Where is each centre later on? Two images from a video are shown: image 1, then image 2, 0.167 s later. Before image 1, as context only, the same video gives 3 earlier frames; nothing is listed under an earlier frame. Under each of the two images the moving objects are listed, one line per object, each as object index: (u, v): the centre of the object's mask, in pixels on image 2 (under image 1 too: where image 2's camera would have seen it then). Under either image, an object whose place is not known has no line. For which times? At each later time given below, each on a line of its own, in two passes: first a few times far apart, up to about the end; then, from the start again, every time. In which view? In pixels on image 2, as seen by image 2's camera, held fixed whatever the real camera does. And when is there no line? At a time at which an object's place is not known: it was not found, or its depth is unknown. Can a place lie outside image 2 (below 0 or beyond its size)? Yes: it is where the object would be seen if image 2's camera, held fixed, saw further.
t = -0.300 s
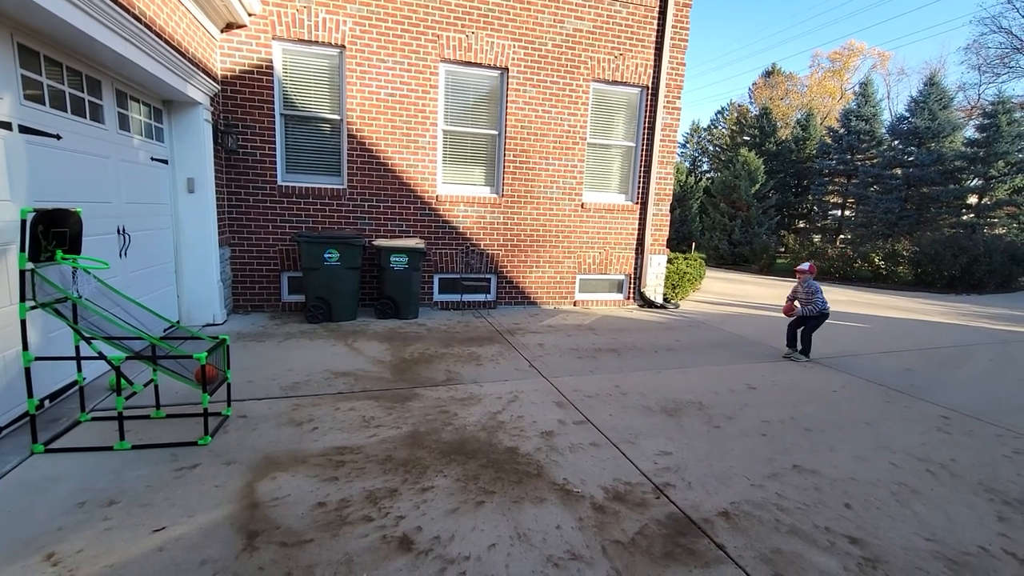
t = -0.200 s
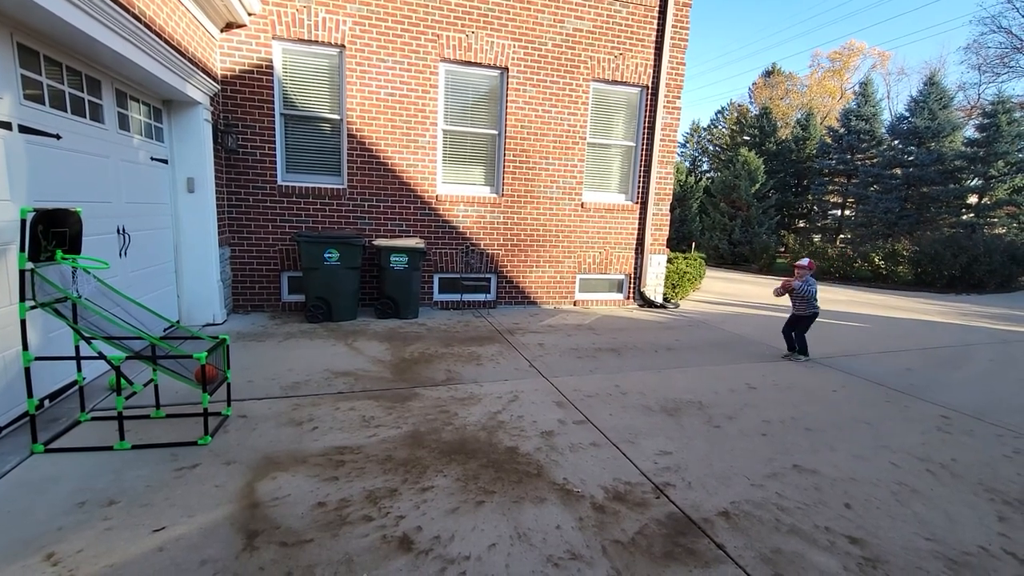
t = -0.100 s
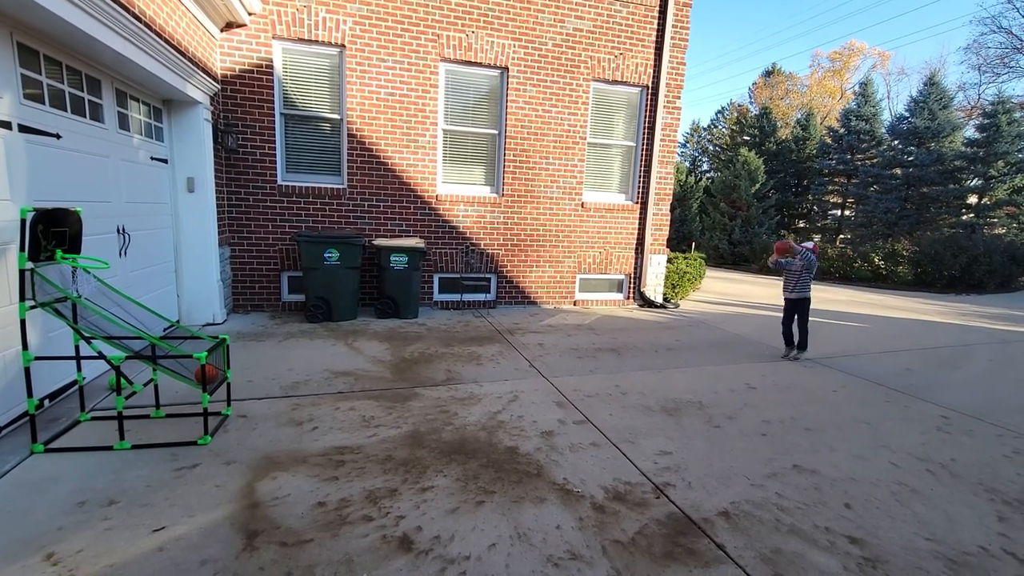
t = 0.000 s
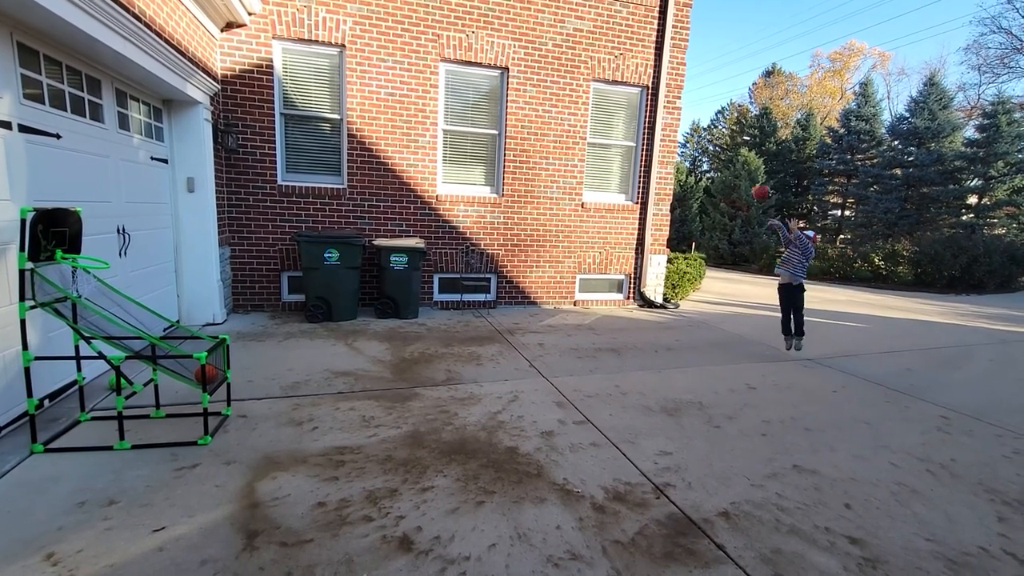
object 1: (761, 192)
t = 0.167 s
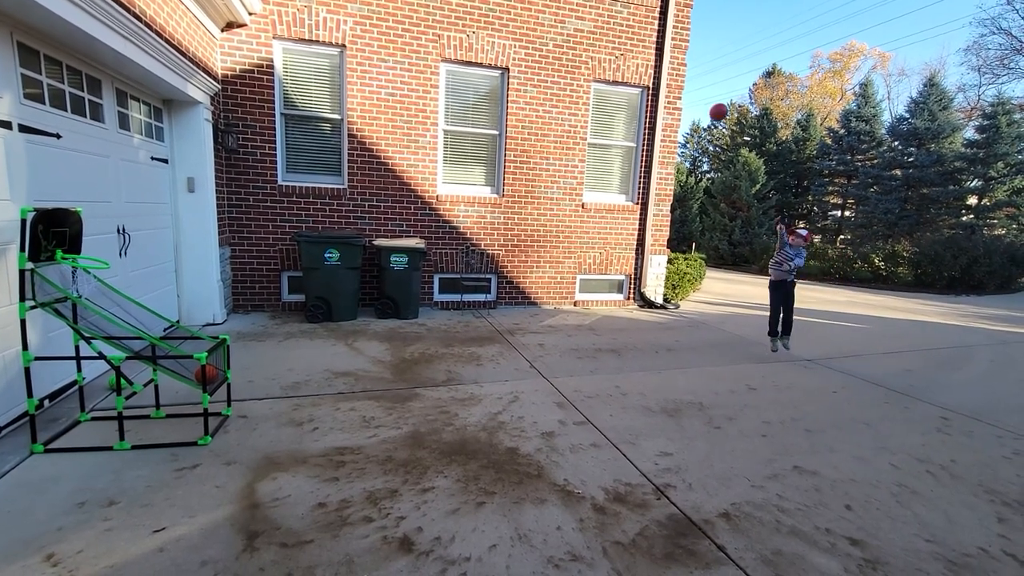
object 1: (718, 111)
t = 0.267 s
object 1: (688, 72)
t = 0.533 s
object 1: (581, 22)
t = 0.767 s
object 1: (462, 68)
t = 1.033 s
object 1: (314, 236)
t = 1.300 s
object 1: (186, 419)
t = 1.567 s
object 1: (102, 330)
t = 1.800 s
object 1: (7, 364)
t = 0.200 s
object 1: (709, 97)
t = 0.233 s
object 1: (698, 84)
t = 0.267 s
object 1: (688, 72)
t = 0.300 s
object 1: (676, 60)
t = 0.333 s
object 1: (664, 51)
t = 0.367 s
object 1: (653, 42)
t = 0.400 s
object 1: (639, 35)
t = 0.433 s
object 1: (626, 29)
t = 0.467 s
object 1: (611, 25)
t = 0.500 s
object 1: (597, 23)
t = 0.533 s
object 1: (581, 22)
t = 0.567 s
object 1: (566, 23)
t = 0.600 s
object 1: (549, 26)
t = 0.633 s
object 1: (533, 31)
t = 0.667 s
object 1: (515, 37)
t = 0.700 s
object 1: (498, 45)
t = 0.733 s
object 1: (480, 56)
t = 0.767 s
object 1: (462, 68)
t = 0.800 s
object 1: (444, 82)
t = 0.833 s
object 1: (425, 99)
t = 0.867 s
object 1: (407, 117)
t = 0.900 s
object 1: (388, 137)
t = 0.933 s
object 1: (369, 159)
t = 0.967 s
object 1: (350, 183)
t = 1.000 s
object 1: (331, 208)
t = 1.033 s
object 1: (314, 236)
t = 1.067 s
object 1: (294, 266)
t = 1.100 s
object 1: (275, 297)
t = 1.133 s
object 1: (256, 330)
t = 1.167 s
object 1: (239, 363)
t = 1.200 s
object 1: (220, 398)
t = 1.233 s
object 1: (203, 433)
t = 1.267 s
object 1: (195, 436)
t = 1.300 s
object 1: (186, 419)
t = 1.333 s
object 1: (177, 403)
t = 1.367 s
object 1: (167, 389)
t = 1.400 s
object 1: (157, 376)
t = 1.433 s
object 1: (147, 363)
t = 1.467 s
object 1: (136, 353)
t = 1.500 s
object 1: (126, 344)
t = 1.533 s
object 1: (114, 336)
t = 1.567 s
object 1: (102, 330)
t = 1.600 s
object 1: (90, 327)
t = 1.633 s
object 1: (77, 326)
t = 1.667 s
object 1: (63, 327)
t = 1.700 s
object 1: (49, 332)
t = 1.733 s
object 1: (36, 339)
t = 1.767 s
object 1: (21, 350)
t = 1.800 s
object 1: (7, 364)
